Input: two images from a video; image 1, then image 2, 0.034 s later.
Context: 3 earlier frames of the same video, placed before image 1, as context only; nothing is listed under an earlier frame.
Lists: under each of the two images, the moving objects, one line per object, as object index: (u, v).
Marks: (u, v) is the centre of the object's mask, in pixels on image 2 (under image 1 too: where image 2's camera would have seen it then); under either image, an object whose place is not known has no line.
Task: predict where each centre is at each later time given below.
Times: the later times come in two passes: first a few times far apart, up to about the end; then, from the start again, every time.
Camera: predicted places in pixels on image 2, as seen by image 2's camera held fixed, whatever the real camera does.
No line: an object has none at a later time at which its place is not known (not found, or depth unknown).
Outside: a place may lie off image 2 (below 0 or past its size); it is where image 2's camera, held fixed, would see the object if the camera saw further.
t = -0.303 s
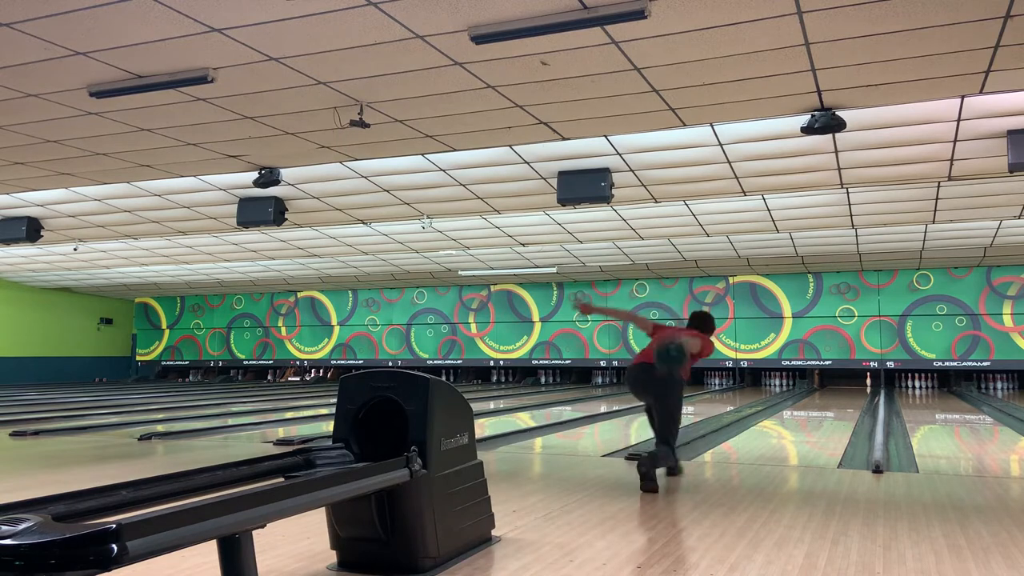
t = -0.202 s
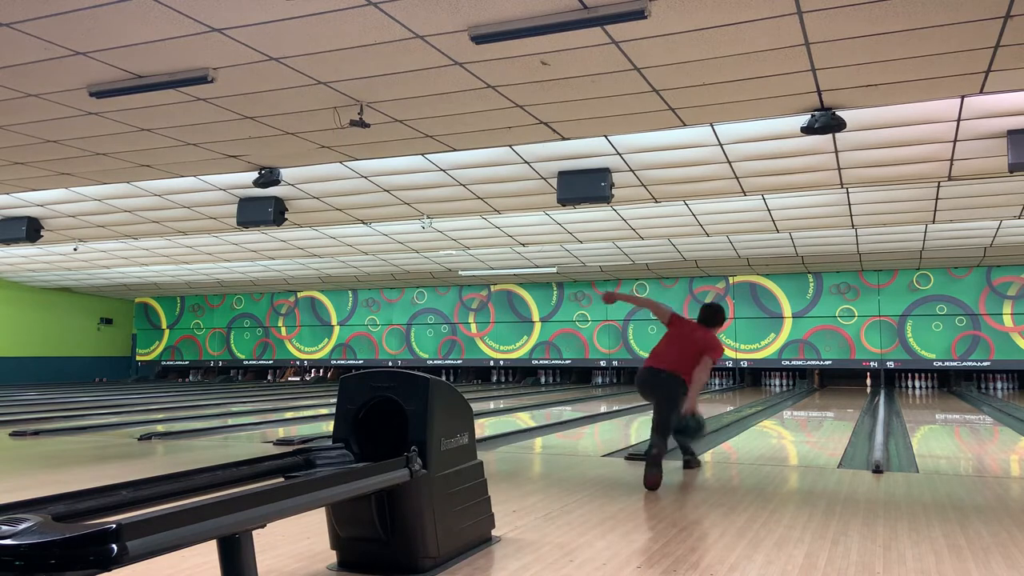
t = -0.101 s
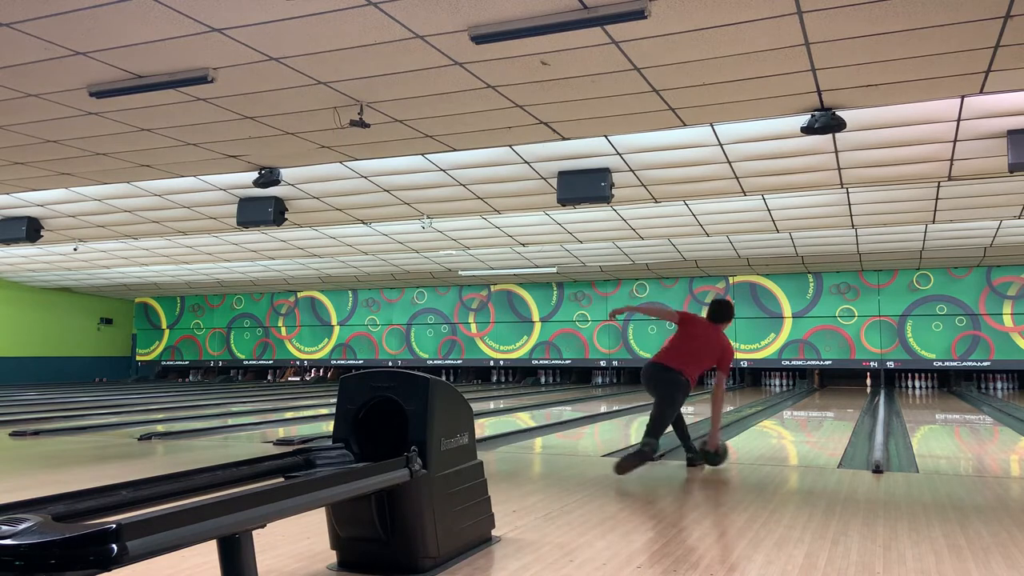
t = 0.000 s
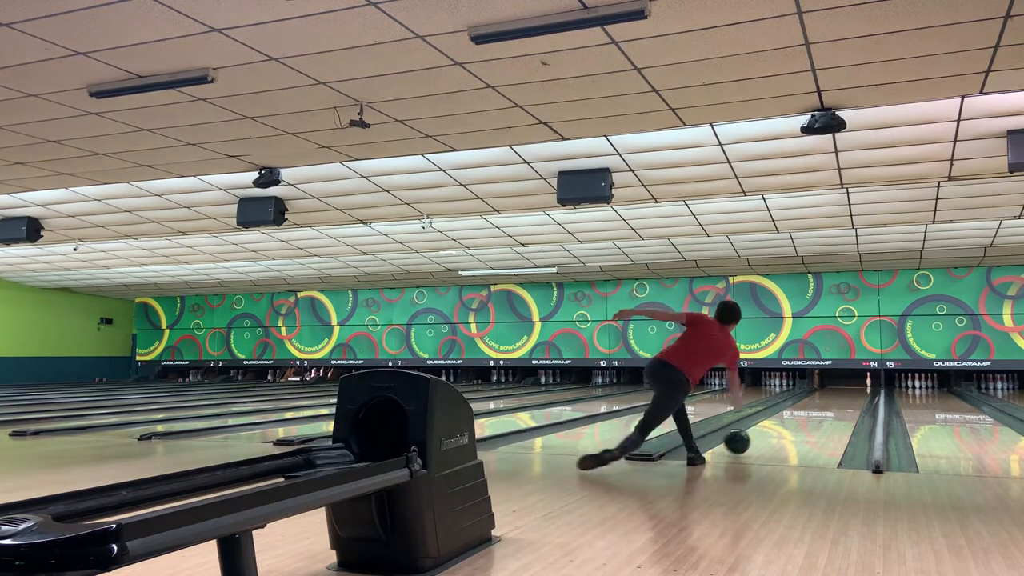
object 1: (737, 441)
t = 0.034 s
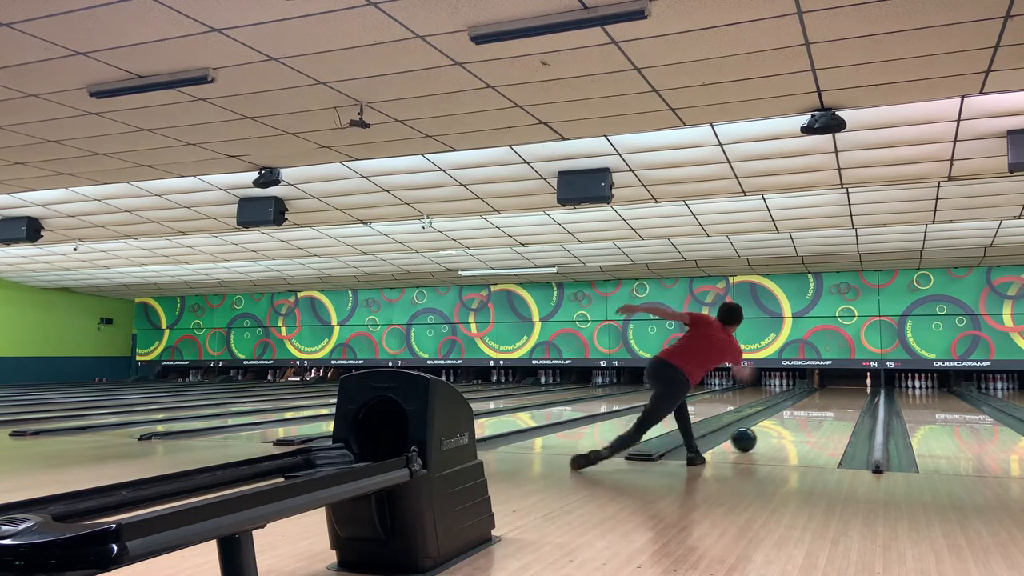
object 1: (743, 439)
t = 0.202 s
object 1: (772, 427)
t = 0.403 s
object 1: (796, 415)
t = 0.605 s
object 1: (815, 407)
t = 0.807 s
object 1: (828, 402)
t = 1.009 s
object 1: (839, 397)
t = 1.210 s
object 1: (848, 393)
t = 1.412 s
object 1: (854, 389)
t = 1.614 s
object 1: (859, 387)
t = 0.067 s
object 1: (750, 437)
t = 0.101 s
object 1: (756, 434)
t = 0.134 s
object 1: (762, 431)
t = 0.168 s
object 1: (767, 429)
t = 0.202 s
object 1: (772, 427)
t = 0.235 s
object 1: (777, 424)
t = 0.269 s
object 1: (781, 422)
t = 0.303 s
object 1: (785, 420)
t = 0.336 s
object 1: (789, 419)
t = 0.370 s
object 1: (793, 417)
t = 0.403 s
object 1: (796, 415)
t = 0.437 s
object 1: (800, 414)
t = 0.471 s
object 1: (803, 413)
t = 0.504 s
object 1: (806, 411)
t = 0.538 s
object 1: (809, 410)
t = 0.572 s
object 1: (812, 409)
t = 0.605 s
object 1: (815, 407)
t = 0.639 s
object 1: (817, 406)
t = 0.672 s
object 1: (819, 406)
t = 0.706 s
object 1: (821, 405)
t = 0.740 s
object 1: (824, 404)
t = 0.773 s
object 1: (826, 402)
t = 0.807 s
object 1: (828, 402)
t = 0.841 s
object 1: (830, 401)
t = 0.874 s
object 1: (832, 400)
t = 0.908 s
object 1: (834, 400)
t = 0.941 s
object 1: (836, 399)
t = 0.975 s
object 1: (837, 398)
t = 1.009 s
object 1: (839, 397)
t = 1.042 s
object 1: (840, 397)
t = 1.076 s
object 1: (842, 396)
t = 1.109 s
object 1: (843, 396)
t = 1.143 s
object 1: (845, 395)
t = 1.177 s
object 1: (846, 395)
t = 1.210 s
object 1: (848, 393)
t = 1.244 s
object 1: (848, 394)
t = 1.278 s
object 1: (849, 392)
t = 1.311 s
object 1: (851, 392)
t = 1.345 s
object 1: (852, 392)
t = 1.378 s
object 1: (853, 391)
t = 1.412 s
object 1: (854, 389)
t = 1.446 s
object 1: (855, 389)
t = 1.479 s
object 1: (856, 389)
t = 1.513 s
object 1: (857, 389)
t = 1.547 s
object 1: (857, 388)
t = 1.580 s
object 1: (859, 388)
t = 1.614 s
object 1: (859, 387)
